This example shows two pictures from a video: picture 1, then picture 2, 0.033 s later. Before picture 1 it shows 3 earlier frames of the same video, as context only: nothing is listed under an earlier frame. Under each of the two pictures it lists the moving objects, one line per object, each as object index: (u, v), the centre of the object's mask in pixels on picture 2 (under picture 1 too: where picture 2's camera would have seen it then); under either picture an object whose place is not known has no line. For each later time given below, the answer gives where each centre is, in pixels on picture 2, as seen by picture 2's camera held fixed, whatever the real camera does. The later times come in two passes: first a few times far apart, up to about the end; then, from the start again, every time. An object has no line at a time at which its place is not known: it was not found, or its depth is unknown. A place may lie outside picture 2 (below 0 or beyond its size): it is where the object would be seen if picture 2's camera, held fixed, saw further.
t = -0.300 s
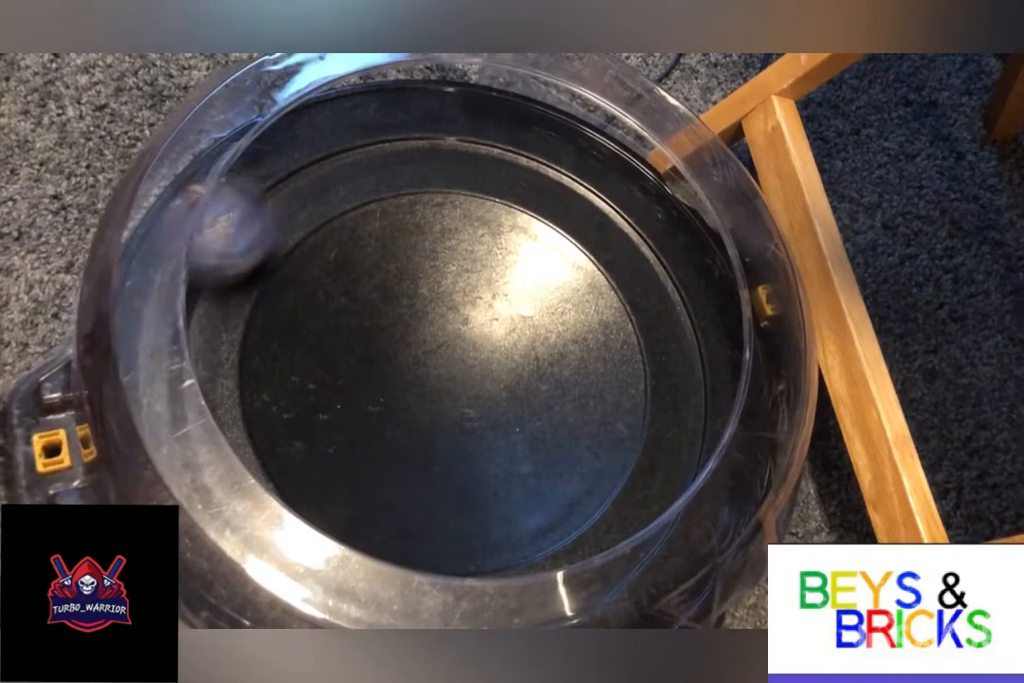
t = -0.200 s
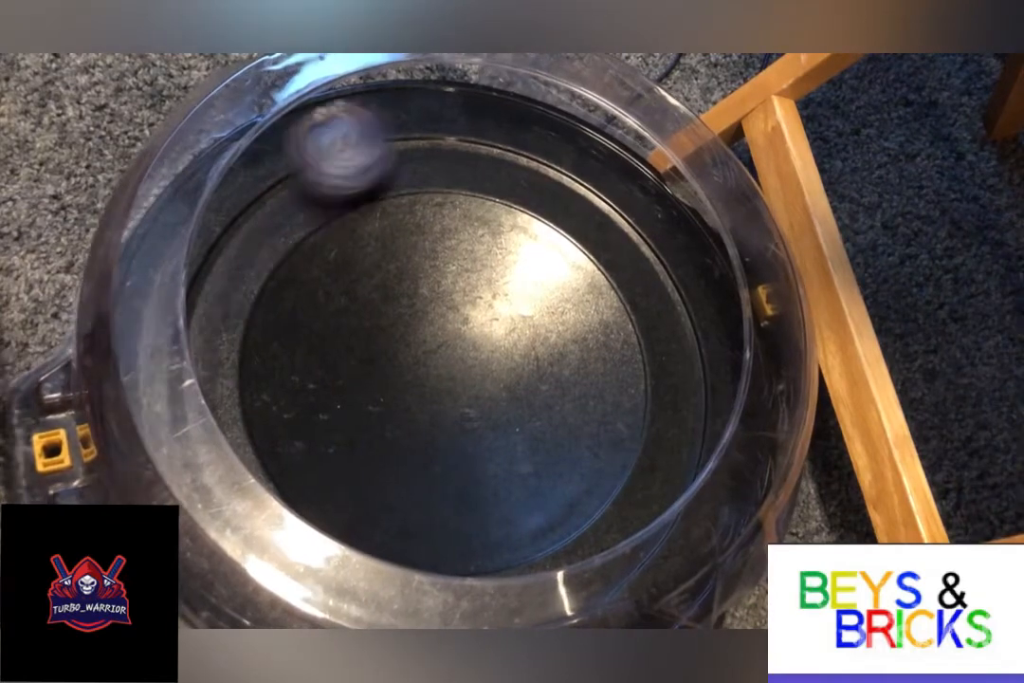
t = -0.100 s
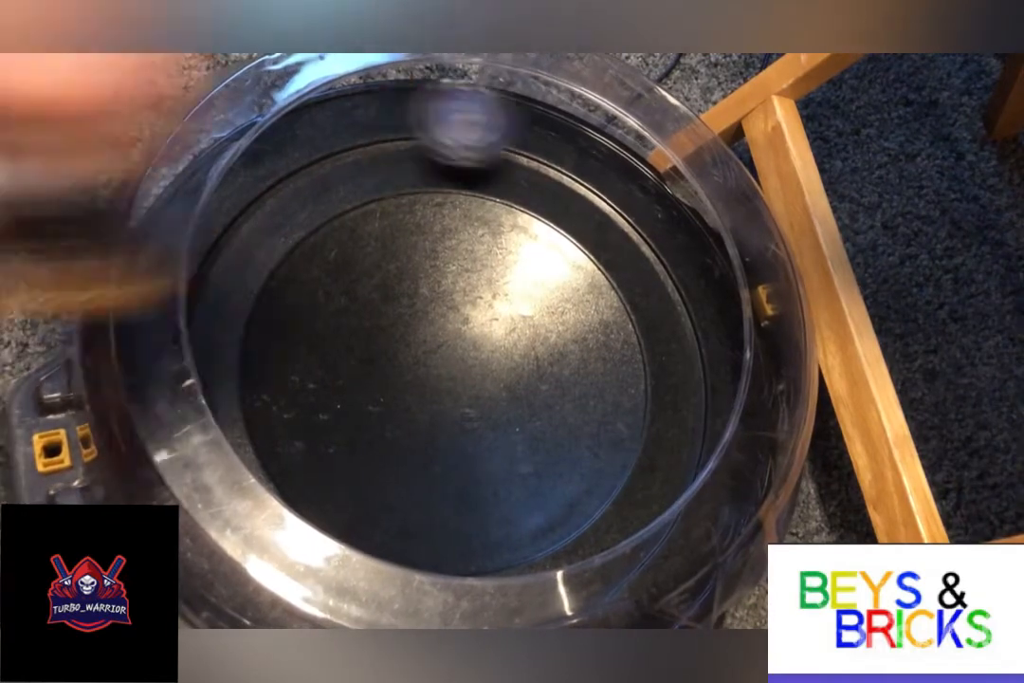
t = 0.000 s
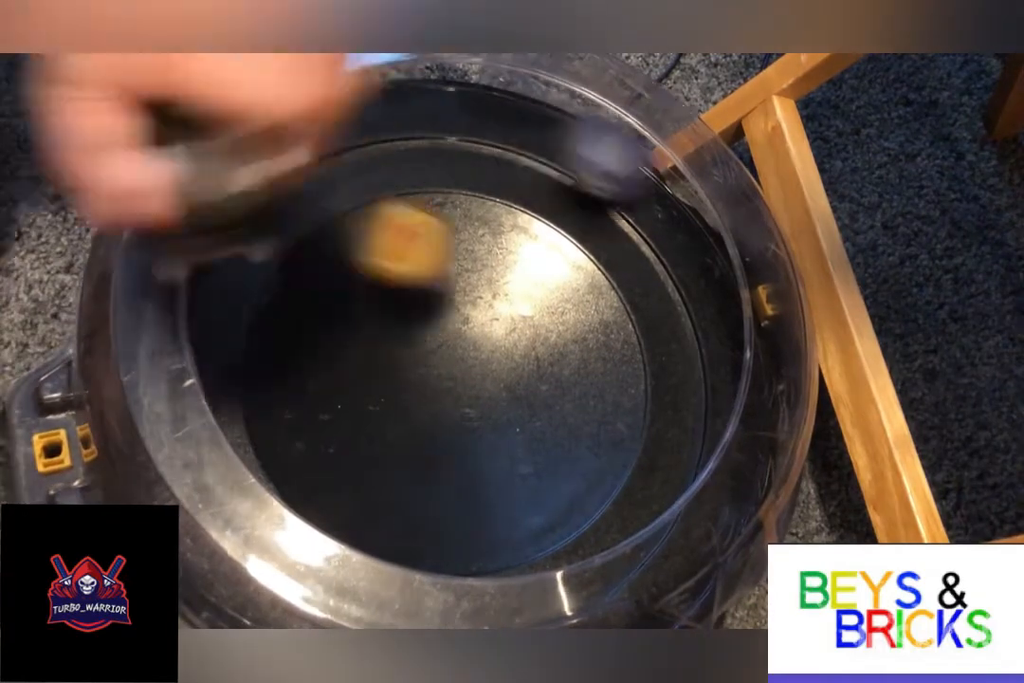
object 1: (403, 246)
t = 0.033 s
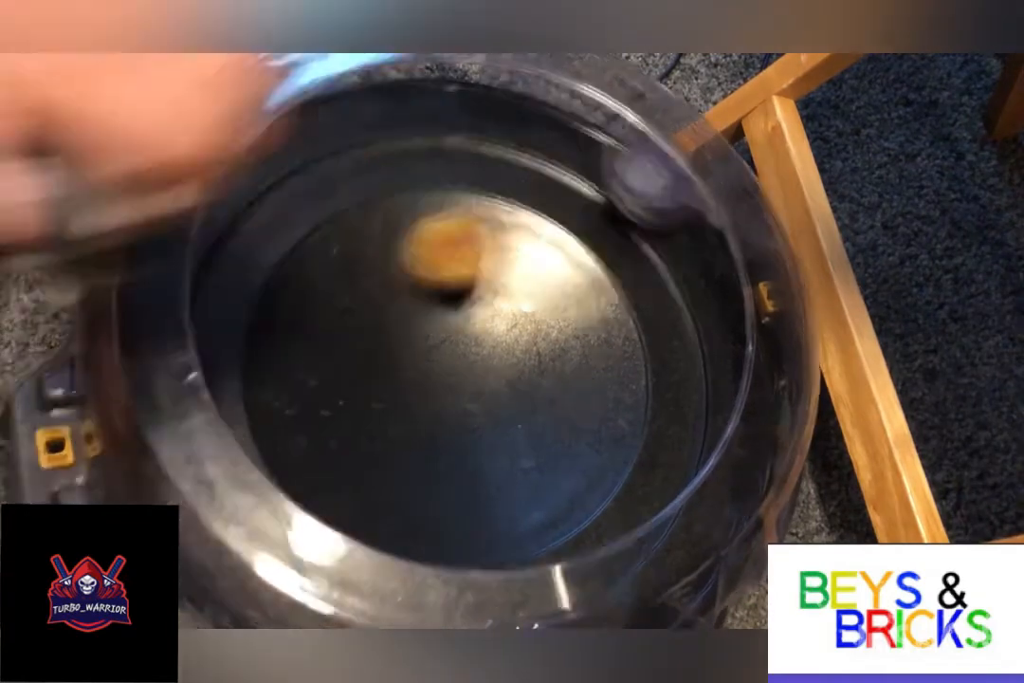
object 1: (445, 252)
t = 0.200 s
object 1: (664, 244)
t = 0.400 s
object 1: (559, 289)
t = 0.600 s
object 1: (319, 441)
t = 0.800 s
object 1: (336, 389)
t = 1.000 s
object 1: (518, 344)
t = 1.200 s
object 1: (546, 343)
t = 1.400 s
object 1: (427, 434)
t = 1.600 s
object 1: (401, 499)
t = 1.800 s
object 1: (418, 438)
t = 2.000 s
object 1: (232, 284)
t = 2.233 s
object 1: (175, 297)
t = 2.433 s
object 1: (217, 445)
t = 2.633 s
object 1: (262, 610)
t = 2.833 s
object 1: (372, 596)
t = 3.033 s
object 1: (432, 510)
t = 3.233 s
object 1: (348, 411)
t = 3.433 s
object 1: (347, 370)
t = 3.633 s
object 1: (424, 386)
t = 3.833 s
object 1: (443, 348)
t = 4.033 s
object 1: (394, 328)
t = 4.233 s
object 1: (353, 390)
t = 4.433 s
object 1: (399, 442)
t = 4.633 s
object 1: (482, 407)
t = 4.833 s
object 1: (475, 382)
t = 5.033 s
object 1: (421, 366)
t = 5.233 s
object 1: (441, 416)
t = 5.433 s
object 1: (502, 376)
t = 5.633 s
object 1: (447, 393)
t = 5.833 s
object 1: (470, 420)
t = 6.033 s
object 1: (497, 379)
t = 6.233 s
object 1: (441, 367)
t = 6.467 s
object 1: (451, 440)
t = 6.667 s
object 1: (504, 369)
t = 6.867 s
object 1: (433, 284)
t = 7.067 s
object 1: (375, 319)
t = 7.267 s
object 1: (383, 407)
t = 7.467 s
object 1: (493, 364)
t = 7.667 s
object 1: (474, 275)
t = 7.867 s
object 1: (377, 286)
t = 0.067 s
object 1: (504, 239)
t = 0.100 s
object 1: (573, 237)
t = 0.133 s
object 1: (623, 244)
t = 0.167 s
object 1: (657, 251)
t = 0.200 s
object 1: (664, 244)
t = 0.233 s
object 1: (657, 238)
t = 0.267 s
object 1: (644, 242)
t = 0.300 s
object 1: (628, 248)
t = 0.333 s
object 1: (614, 256)
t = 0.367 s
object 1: (592, 268)
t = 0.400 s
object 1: (559, 289)
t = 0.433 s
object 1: (523, 308)
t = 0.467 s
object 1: (484, 330)
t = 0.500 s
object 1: (438, 356)
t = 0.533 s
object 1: (396, 382)
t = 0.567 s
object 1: (355, 411)
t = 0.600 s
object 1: (319, 441)
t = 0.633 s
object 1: (298, 445)
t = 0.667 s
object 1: (287, 438)
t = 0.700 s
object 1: (281, 432)
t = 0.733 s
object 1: (292, 419)
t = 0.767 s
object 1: (311, 403)
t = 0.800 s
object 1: (336, 389)
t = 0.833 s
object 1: (364, 379)
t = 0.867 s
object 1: (393, 370)
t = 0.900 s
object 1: (425, 361)
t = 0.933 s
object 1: (459, 353)
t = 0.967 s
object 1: (491, 348)
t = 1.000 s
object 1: (518, 344)
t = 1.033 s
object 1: (540, 341)
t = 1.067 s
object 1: (555, 341)
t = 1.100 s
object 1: (564, 340)
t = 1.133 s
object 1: (565, 341)
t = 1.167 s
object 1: (560, 342)
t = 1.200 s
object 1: (546, 343)
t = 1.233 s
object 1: (526, 344)
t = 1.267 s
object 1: (498, 348)
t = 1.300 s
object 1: (474, 363)
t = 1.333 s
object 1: (457, 389)
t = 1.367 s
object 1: (441, 412)
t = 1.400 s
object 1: (427, 434)
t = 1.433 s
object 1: (416, 451)
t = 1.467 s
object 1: (406, 470)
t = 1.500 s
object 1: (399, 483)
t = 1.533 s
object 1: (396, 492)
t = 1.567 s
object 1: (397, 498)
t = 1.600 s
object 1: (401, 499)
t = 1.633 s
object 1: (408, 498)
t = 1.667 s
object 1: (419, 493)
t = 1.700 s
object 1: (432, 486)
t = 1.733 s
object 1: (446, 477)
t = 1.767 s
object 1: (457, 464)
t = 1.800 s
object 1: (418, 438)
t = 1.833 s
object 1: (375, 407)
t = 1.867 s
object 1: (339, 375)
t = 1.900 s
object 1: (306, 345)
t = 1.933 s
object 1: (278, 321)
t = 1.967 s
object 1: (251, 299)
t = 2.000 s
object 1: (232, 284)
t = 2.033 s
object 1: (205, 270)
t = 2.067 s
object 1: (185, 261)
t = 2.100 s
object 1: (167, 256)
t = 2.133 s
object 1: (162, 259)
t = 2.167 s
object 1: (167, 269)
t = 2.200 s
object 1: (170, 282)
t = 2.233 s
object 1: (175, 297)
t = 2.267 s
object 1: (180, 316)
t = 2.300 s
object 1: (189, 338)
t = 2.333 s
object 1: (200, 363)
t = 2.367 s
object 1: (206, 388)
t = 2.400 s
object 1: (215, 417)
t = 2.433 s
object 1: (217, 445)
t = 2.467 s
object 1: (219, 475)
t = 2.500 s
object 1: (223, 512)
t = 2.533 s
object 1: (230, 545)
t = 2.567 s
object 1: (236, 593)
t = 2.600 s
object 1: (248, 602)
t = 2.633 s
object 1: (262, 610)
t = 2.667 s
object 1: (283, 614)
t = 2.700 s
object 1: (321, 606)
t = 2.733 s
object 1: (337, 607)
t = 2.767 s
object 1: (349, 604)
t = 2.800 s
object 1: (359, 601)
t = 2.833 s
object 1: (372, 596)
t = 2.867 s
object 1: (385, 587)
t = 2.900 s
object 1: (403, 549)
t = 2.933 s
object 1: (409, 543)
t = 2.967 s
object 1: (413, 537)
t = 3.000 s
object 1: (420, 527)
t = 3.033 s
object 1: (432, 510)
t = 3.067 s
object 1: (448, 484)
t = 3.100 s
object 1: (447, 462)
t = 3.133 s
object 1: (415, 451)
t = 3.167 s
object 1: (387, 439)
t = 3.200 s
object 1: (364, 425)
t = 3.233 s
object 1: (348, 411)
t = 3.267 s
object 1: (338, 398)
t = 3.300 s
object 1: (332, 388)
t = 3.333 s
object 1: (330, 380)
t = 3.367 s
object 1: (333, 374)
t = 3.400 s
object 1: (339, 371)
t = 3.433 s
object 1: (347, 370)
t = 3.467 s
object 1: (358, 372)
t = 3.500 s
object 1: (371, 374)
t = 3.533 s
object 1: (385, 378)
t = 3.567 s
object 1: (399, 382)
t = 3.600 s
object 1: (413, 385)
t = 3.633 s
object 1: (424, 386)
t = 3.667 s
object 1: (432, 384)
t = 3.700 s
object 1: (439, 381)
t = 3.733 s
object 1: (444, 374)
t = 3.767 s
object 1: (446, 365)
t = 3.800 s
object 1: (446, 357)
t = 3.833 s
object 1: (443, 348)
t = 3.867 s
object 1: (439, 340)
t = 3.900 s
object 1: (432, 334)
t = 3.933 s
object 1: (424, 330)
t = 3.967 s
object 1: (415, 327)
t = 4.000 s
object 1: (405, 326)
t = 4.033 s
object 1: (394, 328)
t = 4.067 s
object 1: (383, 333)
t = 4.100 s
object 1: (374, 339)
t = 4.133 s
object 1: (367, 349)
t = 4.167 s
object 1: (362, 361)
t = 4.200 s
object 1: (363, 374)
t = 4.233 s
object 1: (353, 390)
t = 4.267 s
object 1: (342, 406)
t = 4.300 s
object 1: (341, 419)
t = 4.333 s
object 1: (346, 431)
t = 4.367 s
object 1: (359, 439)
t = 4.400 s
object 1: (376, 443)
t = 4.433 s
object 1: (399, 442)
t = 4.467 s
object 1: (420, 439)
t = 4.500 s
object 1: (436, 440)
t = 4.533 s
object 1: (451, 435)
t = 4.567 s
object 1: (465, 425)
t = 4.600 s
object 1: (474, 416)
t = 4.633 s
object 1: (482, 407)
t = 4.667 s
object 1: (487, 399)
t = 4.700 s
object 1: (490, 393)
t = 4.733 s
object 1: (490, 384)
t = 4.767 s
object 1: (488, 375)
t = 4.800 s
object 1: (482, 381)
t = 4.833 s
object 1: (475, 382)
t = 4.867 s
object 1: (467, 380)
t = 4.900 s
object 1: (458, 374)
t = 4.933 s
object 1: (448, 369)
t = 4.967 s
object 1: (438, 365)
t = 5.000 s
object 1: (429, 364)
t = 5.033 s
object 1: (421, 366)
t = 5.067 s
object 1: (415, 371)
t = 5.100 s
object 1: (411, 381)
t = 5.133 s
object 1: (411, 392)
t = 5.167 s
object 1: (416, 402)
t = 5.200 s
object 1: (426, 411)
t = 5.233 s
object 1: (441, 416)
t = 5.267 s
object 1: (458, 416)
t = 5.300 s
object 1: (476, 410)
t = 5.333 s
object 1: (491, 397)
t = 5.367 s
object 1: (501, 383)
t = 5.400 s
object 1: (503, 381)
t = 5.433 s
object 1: (502, 376)
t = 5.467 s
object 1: (497, 369)
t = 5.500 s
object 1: (487, 362)
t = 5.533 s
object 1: (476, 372)
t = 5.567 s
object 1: (464, 379)
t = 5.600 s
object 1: (454, 386)
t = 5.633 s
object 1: (447, 393)
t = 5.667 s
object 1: (443, 400)
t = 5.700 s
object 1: (443, 407)
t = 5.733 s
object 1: (446, 414)
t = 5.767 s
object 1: (452, 420)
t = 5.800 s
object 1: (461, 422)
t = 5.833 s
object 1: (470, 420)
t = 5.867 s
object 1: (480, 415)
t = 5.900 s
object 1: (487, 408)
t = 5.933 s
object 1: (491, 399)
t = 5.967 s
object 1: (492, 386)
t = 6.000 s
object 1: (491, 377)
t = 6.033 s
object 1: (497, 379)
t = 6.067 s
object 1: (497, 378)
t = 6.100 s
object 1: (493, 376)
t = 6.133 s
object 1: (485, 372)
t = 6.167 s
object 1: (472, 368)
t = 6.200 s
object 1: (457, 366)
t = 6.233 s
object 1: (441, 367)
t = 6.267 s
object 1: (429, 375)
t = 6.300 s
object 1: (421, 388)
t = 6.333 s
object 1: (418, 402)
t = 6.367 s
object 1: (419, 416)
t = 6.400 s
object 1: (425, 427)
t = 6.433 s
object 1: (436, 436)
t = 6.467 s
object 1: (451, 440)
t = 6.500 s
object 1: (466, 439)
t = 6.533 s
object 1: (482, 433)
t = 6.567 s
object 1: (496, 422)
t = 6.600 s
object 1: (504, 408)
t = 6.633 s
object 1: (508, 389)
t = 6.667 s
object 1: (504, 369)
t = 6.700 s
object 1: (496, 349)
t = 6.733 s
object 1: (484, 331)
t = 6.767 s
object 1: (467, 316)
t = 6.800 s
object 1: (450, 304)
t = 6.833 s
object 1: (440, 293)
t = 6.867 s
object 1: (433, 284)
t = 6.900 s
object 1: (424, 278)
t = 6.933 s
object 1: (415, 280)
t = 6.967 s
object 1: (406, 285)
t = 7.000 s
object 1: (395, 293)
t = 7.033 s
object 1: (384, 304)
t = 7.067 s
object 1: (375, 319)
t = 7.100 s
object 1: (367, 336)
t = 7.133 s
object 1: (361, 350)
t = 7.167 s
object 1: (358, 364)
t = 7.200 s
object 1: (361, 381)
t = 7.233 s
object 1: (370, 397)
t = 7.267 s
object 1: (383, 407)
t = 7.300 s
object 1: (401, 415)
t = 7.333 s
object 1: (420, 414)
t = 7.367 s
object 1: (442, 409)
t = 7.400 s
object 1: (461, 399)
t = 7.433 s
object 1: (480, 383)
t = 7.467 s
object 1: (493, 364)
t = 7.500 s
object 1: (500, 346)
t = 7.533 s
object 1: (503, 327)
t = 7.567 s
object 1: (501, 311)
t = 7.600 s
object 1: (496, 294)
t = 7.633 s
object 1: (486, 283)
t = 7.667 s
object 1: (474, 275)
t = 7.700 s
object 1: (461, 269)
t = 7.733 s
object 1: (444, 265)
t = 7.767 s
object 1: (427, 265)
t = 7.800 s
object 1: (409, 268)
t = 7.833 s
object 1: (393, 275)
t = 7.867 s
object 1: (377, 286)
